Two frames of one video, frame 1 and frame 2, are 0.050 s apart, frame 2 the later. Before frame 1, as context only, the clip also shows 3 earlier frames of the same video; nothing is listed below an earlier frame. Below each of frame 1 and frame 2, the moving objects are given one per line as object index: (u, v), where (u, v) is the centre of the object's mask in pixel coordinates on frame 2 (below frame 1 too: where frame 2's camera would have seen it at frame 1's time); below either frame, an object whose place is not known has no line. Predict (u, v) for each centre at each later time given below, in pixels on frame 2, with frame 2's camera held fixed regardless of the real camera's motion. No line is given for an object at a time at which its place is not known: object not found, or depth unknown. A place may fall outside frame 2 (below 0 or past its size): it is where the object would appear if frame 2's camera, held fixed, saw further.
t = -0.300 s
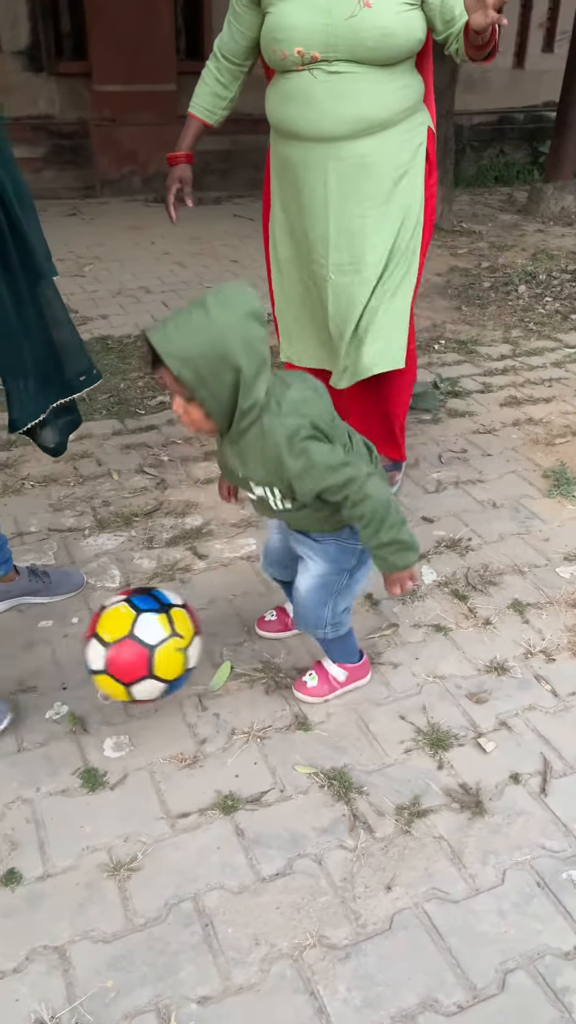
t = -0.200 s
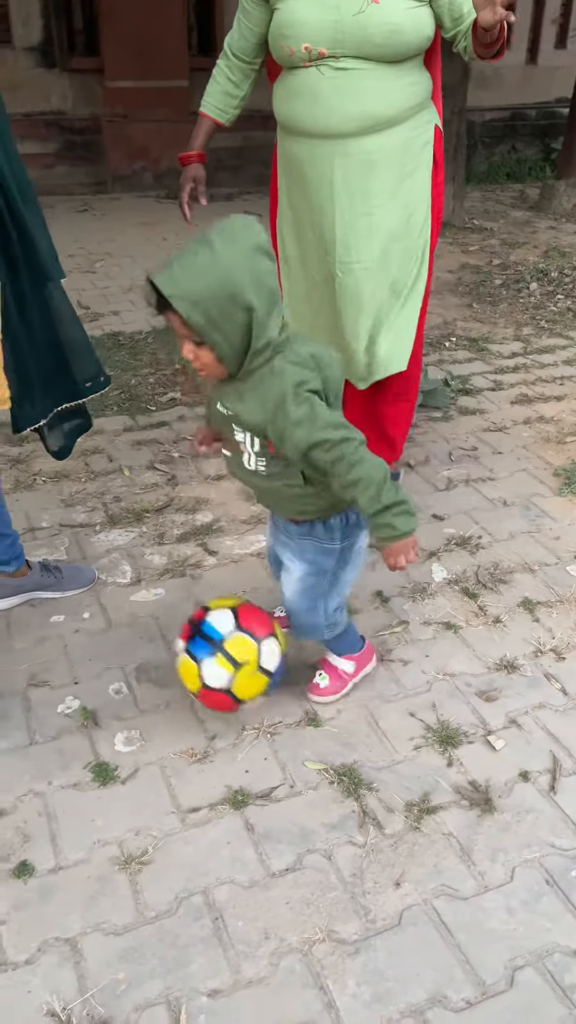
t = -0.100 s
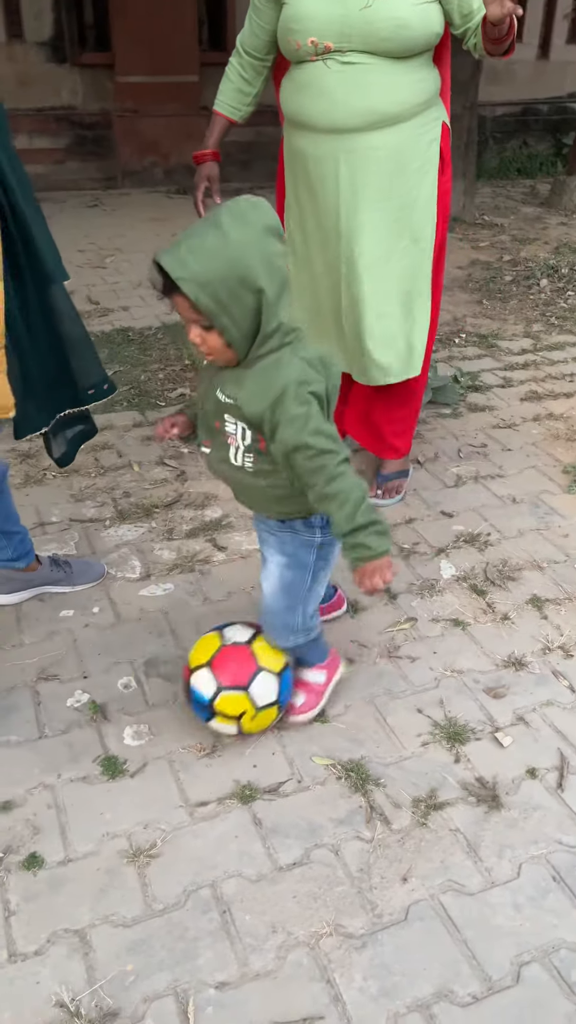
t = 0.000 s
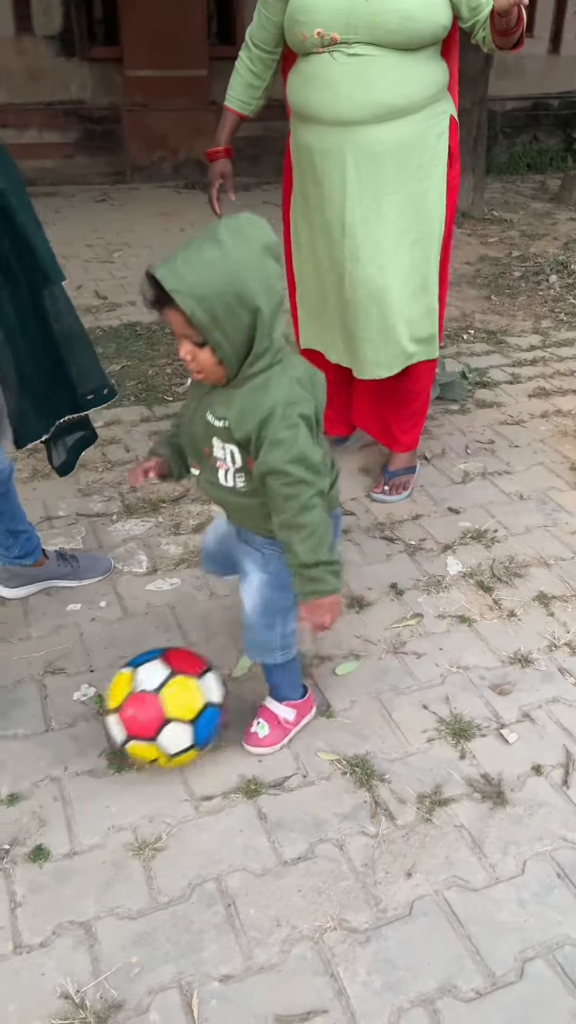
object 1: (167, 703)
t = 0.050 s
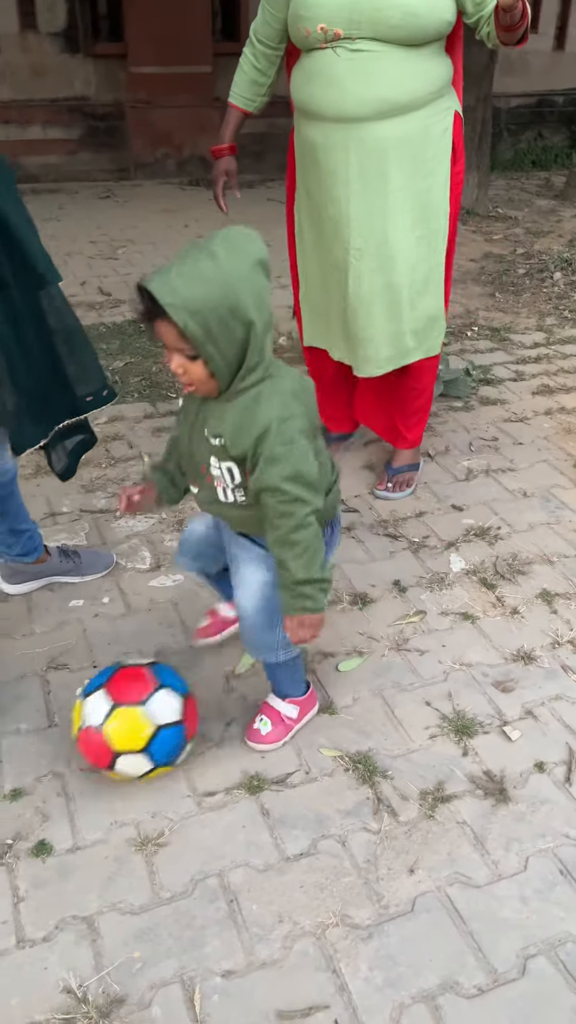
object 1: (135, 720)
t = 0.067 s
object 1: (125, 725)
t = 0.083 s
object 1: (116, 730)
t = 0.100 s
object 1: (107, 736)
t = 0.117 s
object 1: (97, 743)
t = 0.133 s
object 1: (88, 747)
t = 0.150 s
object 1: (77, 752)
